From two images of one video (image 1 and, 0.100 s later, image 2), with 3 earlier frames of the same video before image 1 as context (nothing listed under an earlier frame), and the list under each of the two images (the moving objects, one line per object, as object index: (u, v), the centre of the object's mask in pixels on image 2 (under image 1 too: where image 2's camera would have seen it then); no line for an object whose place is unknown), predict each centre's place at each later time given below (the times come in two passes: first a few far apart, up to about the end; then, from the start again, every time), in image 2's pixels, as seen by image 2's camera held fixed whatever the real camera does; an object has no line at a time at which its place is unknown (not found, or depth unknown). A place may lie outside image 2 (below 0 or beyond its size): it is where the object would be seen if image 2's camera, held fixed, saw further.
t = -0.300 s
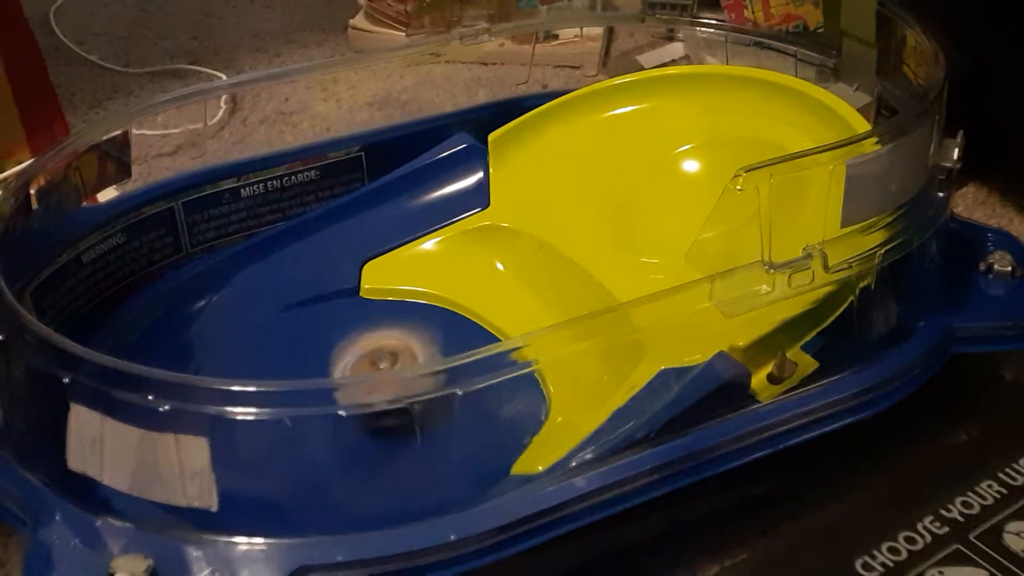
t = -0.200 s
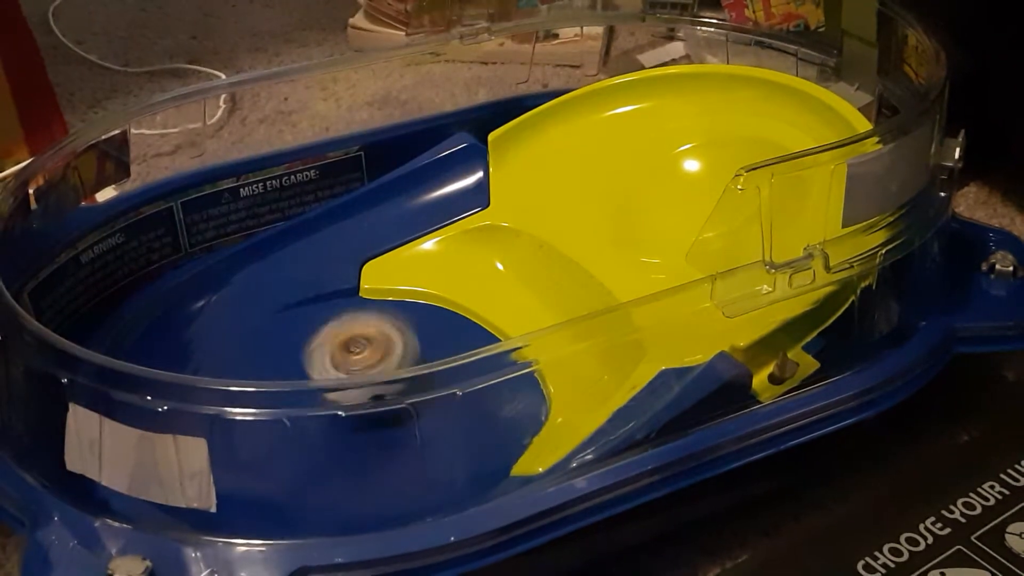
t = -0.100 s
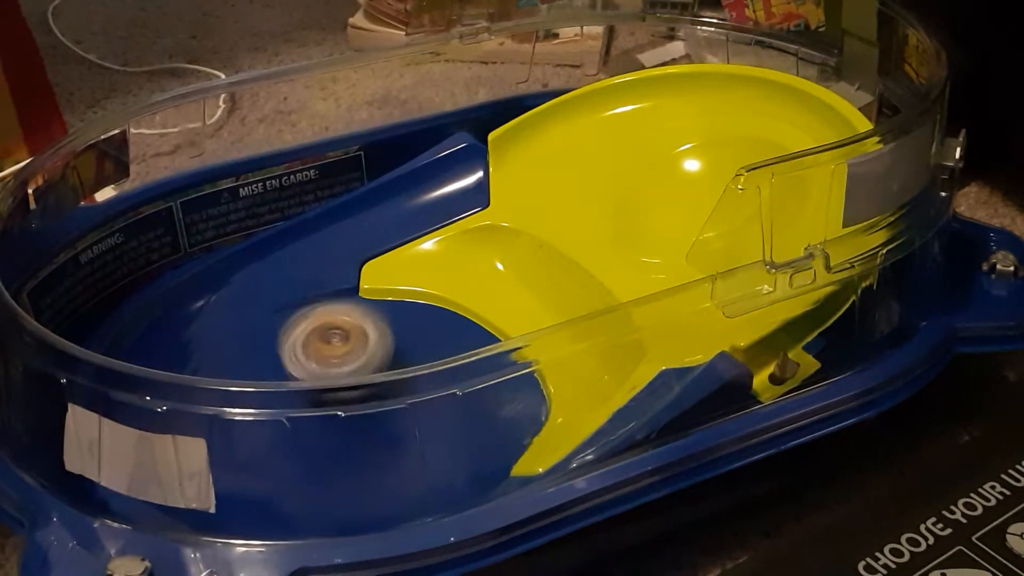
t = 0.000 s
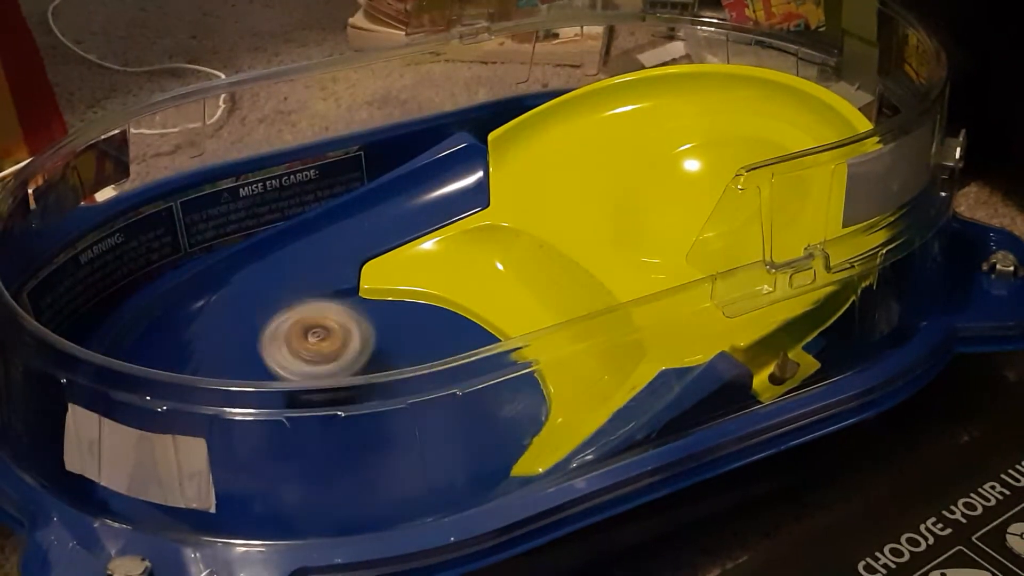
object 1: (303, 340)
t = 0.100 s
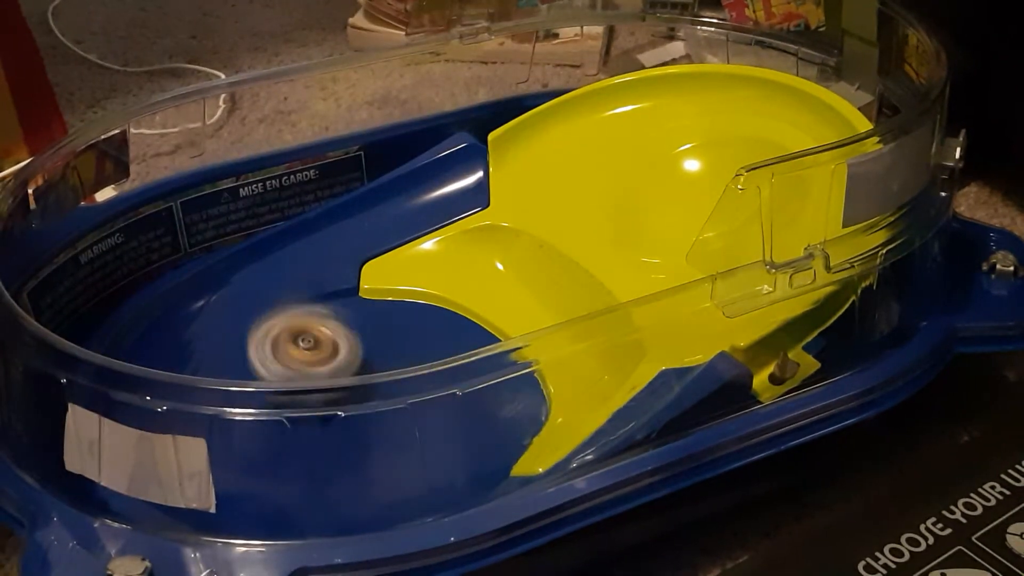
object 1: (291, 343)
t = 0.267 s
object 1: (285, 360)
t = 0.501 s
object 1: (311, 399)
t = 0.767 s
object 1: (357, 428)
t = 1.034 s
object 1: (367, 373)
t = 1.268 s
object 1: (353, 338)
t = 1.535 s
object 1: (330, 347)
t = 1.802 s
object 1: (303, 391)
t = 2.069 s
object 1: (321, 430)
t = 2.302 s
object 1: (345, 386)
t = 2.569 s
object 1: (375, 344)
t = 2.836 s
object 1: (366, 345)
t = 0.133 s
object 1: (289, 348)
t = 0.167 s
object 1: (287, 351)
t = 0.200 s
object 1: (288, 355)
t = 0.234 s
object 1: (286, 358)
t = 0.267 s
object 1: (285, 360)
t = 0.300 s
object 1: (288, 364)
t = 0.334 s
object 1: (293, 367)
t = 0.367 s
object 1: (297, 372)
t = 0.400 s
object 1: (303, 390)
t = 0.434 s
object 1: (296, 394)
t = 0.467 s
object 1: (304, 400)
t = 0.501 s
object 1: (311, 399)
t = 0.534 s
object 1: (324, 400)
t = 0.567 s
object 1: (337, 427)
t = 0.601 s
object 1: (346, 432)
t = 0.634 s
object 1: (347, 432)
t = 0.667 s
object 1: (352, 437)
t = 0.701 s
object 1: (356, 437)
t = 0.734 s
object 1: (357, 429)
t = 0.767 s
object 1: (357, 428)
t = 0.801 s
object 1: (360, 426)
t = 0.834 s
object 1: (367, 420)
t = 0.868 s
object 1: (370, 418)
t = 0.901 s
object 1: (370, 415)
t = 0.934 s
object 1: (372, 404)
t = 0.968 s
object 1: (379, 401)
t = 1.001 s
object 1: (371, 377)
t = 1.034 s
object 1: (367, 373)
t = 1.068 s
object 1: (365, 354)
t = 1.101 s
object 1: (364, 352)
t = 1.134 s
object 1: (363, 348)
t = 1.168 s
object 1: (359, 345)
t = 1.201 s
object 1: (358, 342)
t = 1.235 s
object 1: (355, 339)
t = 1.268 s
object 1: (353, 338)
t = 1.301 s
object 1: (350, 337)
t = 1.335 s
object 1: (346, 336)
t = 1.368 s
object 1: (345, 335)
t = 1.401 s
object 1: (341, 337)
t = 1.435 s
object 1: (339, 339)
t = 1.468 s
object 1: (335, 340)
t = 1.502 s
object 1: (331, 342)
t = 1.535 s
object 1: (330, 347)
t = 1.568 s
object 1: (326, 352)
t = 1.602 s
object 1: (322, 355)
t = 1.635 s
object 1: (317, 359)
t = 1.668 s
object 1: (316, 360)
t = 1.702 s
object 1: (316, 380)
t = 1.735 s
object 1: (309, 383)
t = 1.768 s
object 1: (302, 389)
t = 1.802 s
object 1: (303, 391)
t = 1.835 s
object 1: (301, 394)
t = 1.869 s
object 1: (287, 401)
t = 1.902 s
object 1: (309, 425)
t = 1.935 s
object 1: (312, 427)
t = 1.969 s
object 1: (315, 428)
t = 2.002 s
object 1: (314, 431)
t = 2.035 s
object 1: (316, 431)
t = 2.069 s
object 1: (321, 430)
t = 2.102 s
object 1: (323, 426)
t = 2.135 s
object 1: (329, 426)
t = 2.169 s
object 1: (337, 421)
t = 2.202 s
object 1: (340, 418)
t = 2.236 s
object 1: (346, 410)
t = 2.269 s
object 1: (350, 405)
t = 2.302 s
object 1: (345, 386)
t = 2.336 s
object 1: (356, 379)
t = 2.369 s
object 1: (359, 374)
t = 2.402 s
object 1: (362, 372)
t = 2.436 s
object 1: (359, 368)
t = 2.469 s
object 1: (365, 352)
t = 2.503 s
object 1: (372, 349)
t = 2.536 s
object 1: (374, 345)
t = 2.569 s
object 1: (375, 344)
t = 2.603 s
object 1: (377, 341)
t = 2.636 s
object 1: (378, 339)
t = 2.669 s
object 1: (379, 338)
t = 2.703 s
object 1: (378, 338)
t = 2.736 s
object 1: (376, 338)
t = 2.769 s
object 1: (376, 341)
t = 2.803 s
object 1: (373, 342)
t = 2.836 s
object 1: (366, 345)
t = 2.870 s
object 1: (369, 347)
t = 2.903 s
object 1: (361, 352)
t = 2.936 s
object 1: (349, 355)
